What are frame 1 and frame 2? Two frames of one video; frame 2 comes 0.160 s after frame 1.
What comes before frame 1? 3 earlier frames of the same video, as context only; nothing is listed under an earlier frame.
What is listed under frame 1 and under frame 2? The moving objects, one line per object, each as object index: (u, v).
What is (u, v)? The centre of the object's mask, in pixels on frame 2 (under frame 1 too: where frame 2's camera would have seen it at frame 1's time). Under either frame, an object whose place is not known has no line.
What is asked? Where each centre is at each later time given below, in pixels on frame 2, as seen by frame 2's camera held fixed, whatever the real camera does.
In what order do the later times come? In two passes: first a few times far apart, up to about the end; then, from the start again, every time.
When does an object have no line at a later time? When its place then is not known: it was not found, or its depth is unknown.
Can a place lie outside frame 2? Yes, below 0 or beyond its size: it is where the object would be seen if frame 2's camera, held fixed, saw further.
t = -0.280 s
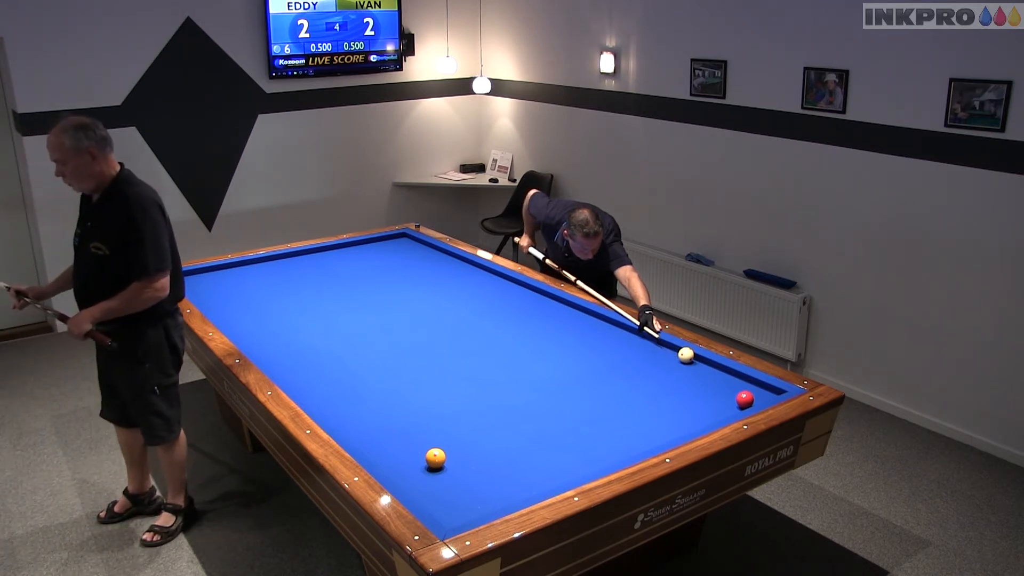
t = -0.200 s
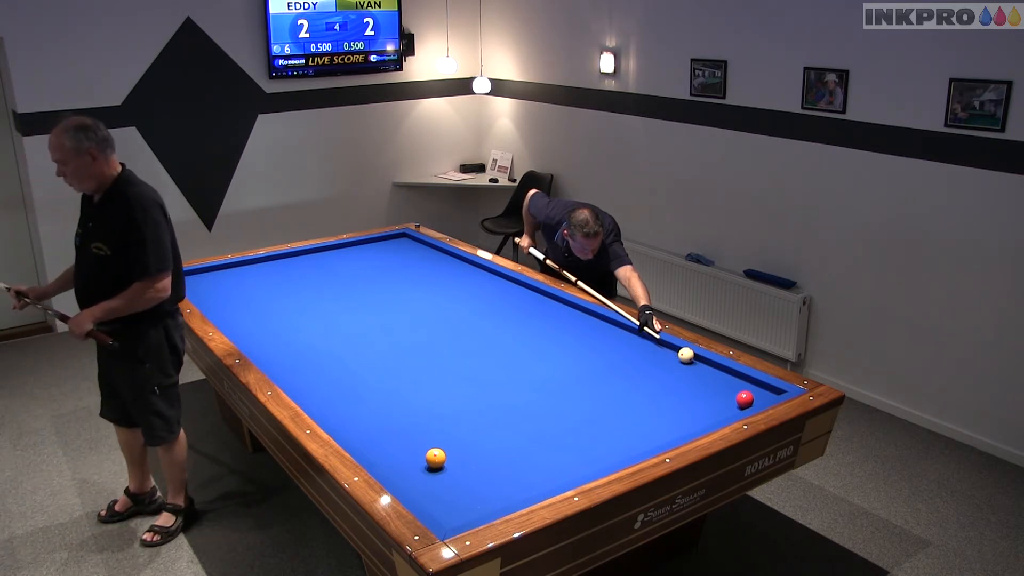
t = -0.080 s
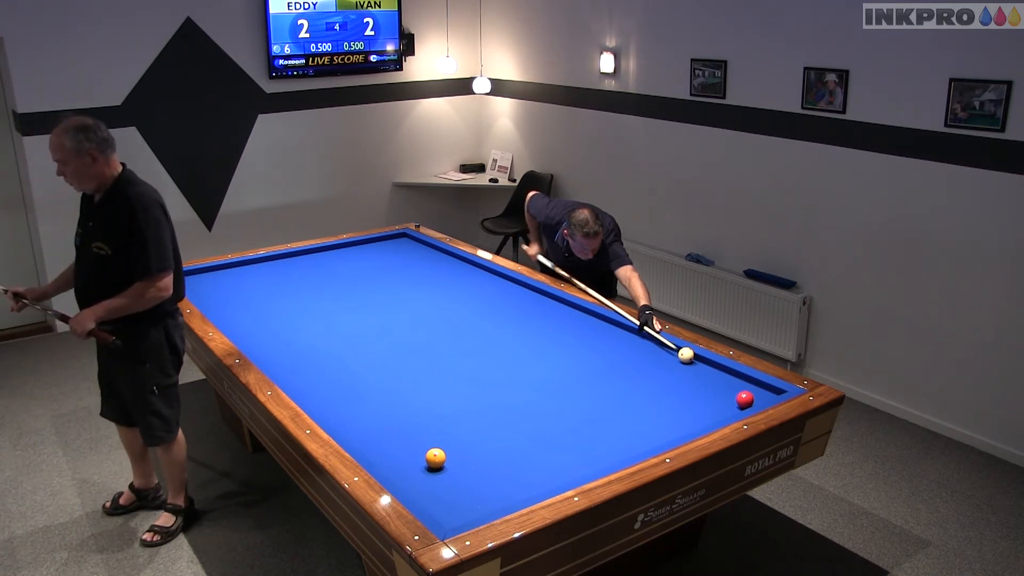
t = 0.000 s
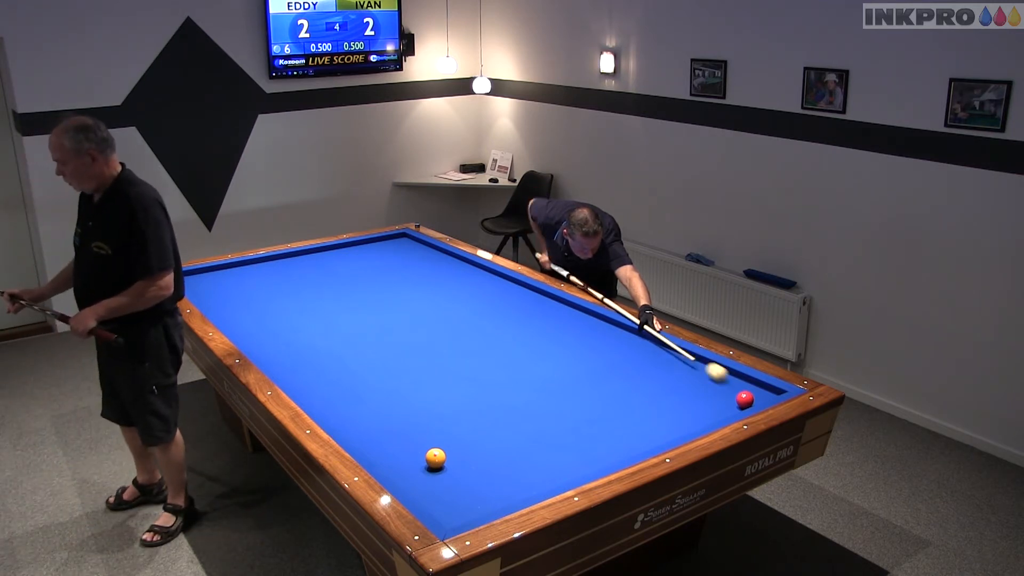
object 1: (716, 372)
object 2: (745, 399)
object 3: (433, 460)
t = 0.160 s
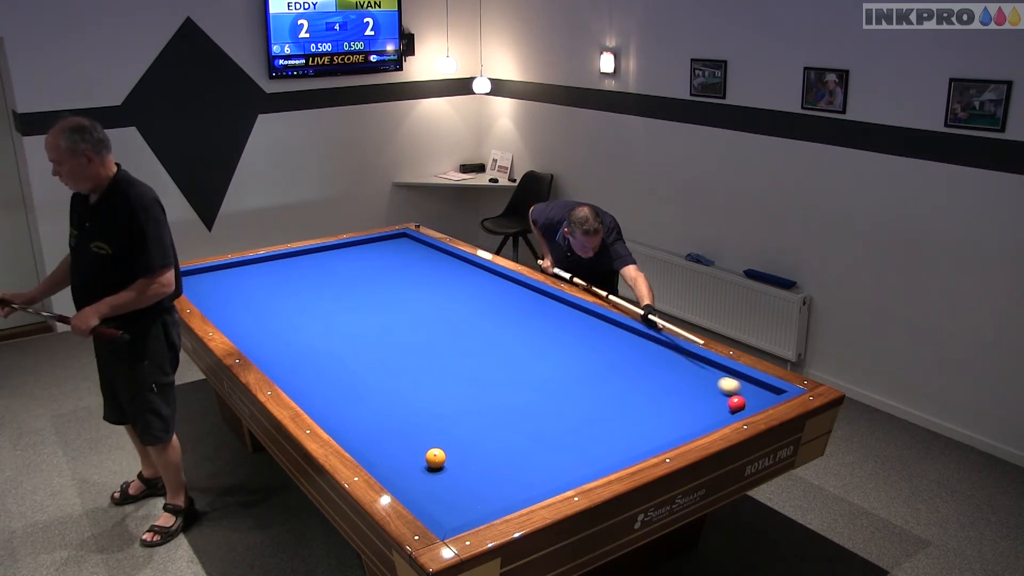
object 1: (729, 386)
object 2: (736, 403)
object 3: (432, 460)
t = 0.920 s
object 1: (481, 310)
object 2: (668, 432)
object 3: (432, 460)
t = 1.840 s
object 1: (302, 257)
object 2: (572, 465)
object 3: (433, 460)
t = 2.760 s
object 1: (312, 290)
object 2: (472, 496)
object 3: (432, 460)
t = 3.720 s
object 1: (338, 340)
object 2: (467, 492)
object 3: (433, 460)
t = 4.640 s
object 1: (373, 403)
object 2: (505, 475)
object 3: (433, 460)
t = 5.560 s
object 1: (422, 490)
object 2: (532, 462)
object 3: (433, 460)
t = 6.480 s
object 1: (437, 484)
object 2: (550, 453)
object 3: (433, 460)
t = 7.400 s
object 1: (405, 459)
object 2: (559, 448)
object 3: (440, 446)
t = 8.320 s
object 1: (377, 448)
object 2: (561, 447)
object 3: (451, 429)
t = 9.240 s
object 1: (362, 439)
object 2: (561, 447)
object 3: (456, 420)
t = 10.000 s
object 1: (360, 435)
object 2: (561, 447)
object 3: (457, 415)
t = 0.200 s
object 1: (710, 379)
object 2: (733, 405)
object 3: (433, 460)
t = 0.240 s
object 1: (692, 373)
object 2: (730, 407)
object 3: (433, 460)
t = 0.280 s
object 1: (674, 368)
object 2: (727, 409)
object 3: (433, 460)
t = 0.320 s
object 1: (658, 362)
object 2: (723, 410)
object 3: (432, 460)
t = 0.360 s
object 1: (643, 358)
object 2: (720, 411)
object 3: (433, 460)
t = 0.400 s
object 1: (629, 353)
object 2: (717, 413)
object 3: (432, 460)
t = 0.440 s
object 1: (615, 349)
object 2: (714, 415)
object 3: (432, 460)
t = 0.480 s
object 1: (602, 345)
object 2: (711, 416)
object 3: (432, 460)
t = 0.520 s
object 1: (590, 342)
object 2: (707, 418)
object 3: (432, 460)
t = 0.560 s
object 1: (578, 338)
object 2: (704, 419)
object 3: (432, 460)
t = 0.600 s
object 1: (566, 334)
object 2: (700, 421)
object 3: (432, 460)
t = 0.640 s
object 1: (554, 331)
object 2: (696, 422)
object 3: (432, 460)
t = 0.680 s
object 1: (543, 328)
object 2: (692, 424)
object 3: (432, 460)
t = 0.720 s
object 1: (532, 325)
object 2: (688, 425)
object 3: (432, 460)
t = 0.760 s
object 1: (522, 322)
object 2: (684, 426)
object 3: (432, 460)
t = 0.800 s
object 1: (511, 319)
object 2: (680, 428)
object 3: (432, 460)
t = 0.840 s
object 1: (501, 316)
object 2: (676, 429)
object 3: (432, 460)
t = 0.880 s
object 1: (491, 312)
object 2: (672, 431)
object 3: (432, 460)
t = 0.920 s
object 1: (481, 310)
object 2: (668, 432)
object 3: (432, 460)
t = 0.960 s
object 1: (471, 307)
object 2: (664, 434)
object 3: (432, 460)
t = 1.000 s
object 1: (462, 304)
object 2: (660, 435)
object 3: (432, 460)
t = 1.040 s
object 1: (453, 301)
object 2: (655, 436)
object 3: (432, 460)
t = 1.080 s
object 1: (443, 298)
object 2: (651, 438)
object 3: (432, 460)
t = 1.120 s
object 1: (435, 296)
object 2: (647, 439)
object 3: (432, 460)
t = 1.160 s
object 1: (426, 293)
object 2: (643, 441)
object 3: (432, 460)
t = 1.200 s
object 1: (417, 291)
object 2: (639, 442)
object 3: (432, 460)
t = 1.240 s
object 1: (409, 288)
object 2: (635, 444)
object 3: (432, 460)
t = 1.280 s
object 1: (401, 286)
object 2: (631, 445)
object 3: (432, 460)
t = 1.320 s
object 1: (393, 283)
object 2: (627, 447)
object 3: (433, 460)
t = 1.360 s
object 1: (385, 281)
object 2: (622, 448)
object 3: (433, 460)
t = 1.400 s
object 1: (377, 279)
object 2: (618, 449)
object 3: (432, 460)
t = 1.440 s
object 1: (370, 277)
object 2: (614, 451)
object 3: (432, 460)
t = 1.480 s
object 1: (363, 275)
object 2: (610, 452)
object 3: (433, 460)
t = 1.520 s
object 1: (355, 272)
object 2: (606, 454)
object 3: (432, 460)
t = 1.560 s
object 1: (348, 270)
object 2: (601, 455)
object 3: (433, 460)
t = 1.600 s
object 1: (341, 268)
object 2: (597, 457)
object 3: (432, 460)
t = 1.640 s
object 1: (335, 266)
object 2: (593, 458)
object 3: (433, 460)
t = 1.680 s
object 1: (328, 264)
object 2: (589, 459)
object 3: (432, 460)
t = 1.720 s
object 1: (321, 263)
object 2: (584, 461)
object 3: (432, 460)
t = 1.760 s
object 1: (315, 261)
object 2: (580, 462)
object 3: (433, 460)
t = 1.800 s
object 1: (309, 259)
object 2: (576, 463)
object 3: (432, 460)
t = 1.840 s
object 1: (302, 257)
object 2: (572, 465)
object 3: (433, 460)
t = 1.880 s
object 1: (296, 255)
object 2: (567, 466)
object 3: (432, 460)
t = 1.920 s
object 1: (291, 254)
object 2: (563, 467)
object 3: (432, 460)
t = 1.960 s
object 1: (292, 255)
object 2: (559, 469)
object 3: (432, 460)
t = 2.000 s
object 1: (294, 257)
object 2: (554, 470)
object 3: (432, 460)
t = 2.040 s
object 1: (295, 259)
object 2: (550, 471)
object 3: (432, 460)
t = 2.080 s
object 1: (296, 261)
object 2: (546, 473)
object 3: (433, 460)
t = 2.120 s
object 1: (298, 263)
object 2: (541, 474)
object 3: (432, 460)
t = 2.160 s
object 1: (299, 264)
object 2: (537, 475)
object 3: (432, 460)
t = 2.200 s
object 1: (300, 266)
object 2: (533, 477)
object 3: (432, 460)
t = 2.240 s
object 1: (300, 267)
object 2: (528, 478)
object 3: (432, 460)
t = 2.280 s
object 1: (301, 269)
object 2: (524, 480)
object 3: (433, 460)
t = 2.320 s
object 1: (302, 271)
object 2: (520, 481)
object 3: (432, 460)
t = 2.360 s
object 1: (303, 272)
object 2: (515, 482)
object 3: (432, 460)
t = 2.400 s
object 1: (304, 274)
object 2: (511, 484)
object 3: (433, 460)
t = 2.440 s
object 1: (305, 276)
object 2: (506, 485)
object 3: (432, 460)
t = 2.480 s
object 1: (305, 277)
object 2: (502, 486)
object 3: (433, 460)
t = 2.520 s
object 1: (306, 279)
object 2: (498, 488)
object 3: (433, 460)
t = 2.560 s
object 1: (307, 281)
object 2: (493, 489)
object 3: (432, 460)
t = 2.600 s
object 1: (308, 283)
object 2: (489, 490)
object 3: (432, 460)
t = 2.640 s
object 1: (309, 284)
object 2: (485, 492)
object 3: (433, 460)
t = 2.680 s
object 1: (310, 286)
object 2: (480, 493)
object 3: (433, 460)
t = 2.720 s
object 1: (311, 288)
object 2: (476, 494)
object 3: (433, 460)
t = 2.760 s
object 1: (312, 290)
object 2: (472, 496)
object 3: (432, 460)
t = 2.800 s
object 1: (313, 291)
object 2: (467, 497)
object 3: (433, 460)
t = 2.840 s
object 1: (314, 293)
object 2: (463, 498)
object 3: (433, 460)
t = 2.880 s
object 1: (315, 295)
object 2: (458, 500)
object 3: (433, 460)
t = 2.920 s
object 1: (316, 297)
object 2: (454, 501)
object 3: (432, 460)
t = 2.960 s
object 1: (317, 299)
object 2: (449, 503)
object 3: (433, 460)
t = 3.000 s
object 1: (318, 301)
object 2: (445, 504)
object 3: (433, 460)
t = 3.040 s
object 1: (319, 303)
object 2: (441, 505)
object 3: (433, 460)
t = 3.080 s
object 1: (320, 305)
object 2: (437, 505)
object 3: (433, 460)
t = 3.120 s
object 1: (321, 307)
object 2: (436, 506)
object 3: (433, 460)
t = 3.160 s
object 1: (322, 309)
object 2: (439, 505)
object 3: (433, 460)
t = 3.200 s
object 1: (323, 311)
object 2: (441, 504)
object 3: (433, 460)
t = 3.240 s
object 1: (324, 313)
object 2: (443, 503)
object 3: (433, 460)
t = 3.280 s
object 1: (325, 315)
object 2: (445, 502)
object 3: (433, 460)
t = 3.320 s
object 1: (326, 317)
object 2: (447, 501)
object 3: (433, 460)
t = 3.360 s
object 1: (328, 319)
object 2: (449, 500)
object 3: (433, 460)
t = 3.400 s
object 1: (329, 322)
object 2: (451, 499)
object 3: (433, 460)
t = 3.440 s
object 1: (330, 324)
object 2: (453, 498)
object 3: (433, 460)
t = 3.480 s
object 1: (331, 326)
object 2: (455, 497)
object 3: (433, 460)
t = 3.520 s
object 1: (332, 328)
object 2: (457, 496)
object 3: (433, 460)
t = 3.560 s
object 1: (333, 330)
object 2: (459, 495)
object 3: (433, 460)
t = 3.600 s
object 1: (335, 333)
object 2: (461, 495)
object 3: (433, 460)
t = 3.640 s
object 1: (336, 335)
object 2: (463, 494)
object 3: (433, 460)
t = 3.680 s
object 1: (337, 338)
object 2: (465, 493)
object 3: (433, 460)
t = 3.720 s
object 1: (338, 340)
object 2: (467, 492)
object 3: (433, 460)
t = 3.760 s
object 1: (340, 342)
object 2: (469, 491)
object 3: (433, 460)
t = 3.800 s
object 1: (341, 345)
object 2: (471, 490)
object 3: (433, 460)
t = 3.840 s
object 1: (342, 347)
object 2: (473, 490)
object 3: (433, 460)
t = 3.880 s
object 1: (344, 350)
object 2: (474, 489)
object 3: (433, 460)
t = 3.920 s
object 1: (345, 352)
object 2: (476, 488)
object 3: (433, 460)
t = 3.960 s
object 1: (346, 355)
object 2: (478, 487)
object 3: (433, 460)
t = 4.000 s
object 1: (348, 357)
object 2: (480, 486)
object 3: (433, 460)
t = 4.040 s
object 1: (349, 360)
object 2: (482, 485)
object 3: (433, 460)
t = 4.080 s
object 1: (351, 363)
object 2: (483, 485)
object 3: (433, 460)
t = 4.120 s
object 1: (352, 365)
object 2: (485, 484)
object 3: (433, 460)
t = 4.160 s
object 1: (354, 368)
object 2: (486, 483)
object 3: (433, 460)
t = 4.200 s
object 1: (355, 371)
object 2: (488, 483)
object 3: (433, 460)
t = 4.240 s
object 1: (356, 373)
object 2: (490, 482)
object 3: (433, 460)
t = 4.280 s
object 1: (358, 376)
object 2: (491, 481)
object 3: (432, 460)
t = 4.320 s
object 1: (359, 379)
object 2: (493, 480)
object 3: (433, 460)
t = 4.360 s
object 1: (361, 382)
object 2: (495, 479)
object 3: (433, 460)
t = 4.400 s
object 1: (363, 385)
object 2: (496, 479)
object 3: (433, 460)
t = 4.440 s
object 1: (365, 388)
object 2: (498, 478)
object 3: (432, 460)
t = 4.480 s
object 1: (366, 391)
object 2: (499, 478)
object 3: (433, 460)
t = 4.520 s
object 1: (368, 394)
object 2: (501, 477)
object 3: (433, 460)
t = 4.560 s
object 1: (369, 397)
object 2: (502, 476)
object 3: (432, 460)
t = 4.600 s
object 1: (371, 400)
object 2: (504, 475)
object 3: (433, 460)
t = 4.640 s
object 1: (373, 403)
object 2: (505, 475)
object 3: (433, 460)
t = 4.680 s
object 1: (375, 407)
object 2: (506, 474)
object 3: (433, 460)
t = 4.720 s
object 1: (377, 410)
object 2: (508, 473)
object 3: (433, 460)
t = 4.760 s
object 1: (379, 414)
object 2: (509, 473)
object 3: (433, 460)
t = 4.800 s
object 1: (380, 417)
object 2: (511, 472)
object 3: (433, 460)
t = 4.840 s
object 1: (382, 420)
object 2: (512, 472)
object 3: (433, 460)
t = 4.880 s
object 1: (384, 424)
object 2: (513, 471)
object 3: (433, 460)
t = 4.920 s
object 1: (386, 427)
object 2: (515, 470)
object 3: (432, 460)
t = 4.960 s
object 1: (388, 431)
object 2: (516, 470)
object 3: (433, 460)
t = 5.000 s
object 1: (390, 434)
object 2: (517, 469)
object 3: (433, 460)
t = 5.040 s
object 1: (392, 438)
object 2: (518, 469)
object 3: (433, 460)
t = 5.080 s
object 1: (394, 442)
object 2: (520, 468)
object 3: (433, 460)
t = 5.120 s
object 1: (396, 445)
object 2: (521, 468)
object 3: (433, 460)
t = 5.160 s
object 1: (398, 449)
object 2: (522, 467)
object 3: (433, 460)
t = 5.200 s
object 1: (401, 453)
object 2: (523, 467)
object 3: (433, 460)
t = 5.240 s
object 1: (403, 457)
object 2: (524, 466)
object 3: (433, 460)
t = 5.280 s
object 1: (405, 461)
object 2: (525, 465)
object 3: (433, 460)
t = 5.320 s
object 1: (407, 465)
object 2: (526, 465)
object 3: (433, 460)
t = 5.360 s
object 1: (410, 469)
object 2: (528, 465)
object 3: (433, 460)
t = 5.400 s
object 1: (412, 473)
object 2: (529, 464)
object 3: (433, 460)
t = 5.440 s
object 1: (414, 477)
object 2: (530, 463)
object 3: (433, 460)
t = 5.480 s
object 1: (417, 481)
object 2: (531, 463)
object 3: (433, 460)
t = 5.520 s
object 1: (420, 486)
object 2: (532, 462)
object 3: (433, 460)
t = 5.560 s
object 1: (422, 490)
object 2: (532, 462)
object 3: (433, 460)
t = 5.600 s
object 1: (425, 494)
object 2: (533, 461)
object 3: (432, 460)
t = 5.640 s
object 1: (428, 498)
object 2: (534, 461)
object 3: (432, 460)
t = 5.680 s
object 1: (432, 502)
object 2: (535, 460)
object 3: (433, 460)
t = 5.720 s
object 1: (437, 505)
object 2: (536, 460)
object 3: (433, 460)
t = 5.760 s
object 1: (442, 509)
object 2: (537, 460)
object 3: (432, 460)
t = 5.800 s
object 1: (447, 512)
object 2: (538, 459)
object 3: (433, 460)
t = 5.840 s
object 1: (452, 515)
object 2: (539, 459)
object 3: (432, 460)
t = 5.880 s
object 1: (456, 517)
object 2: (540, 458)
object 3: (433, 460)
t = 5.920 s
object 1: (455, 515)
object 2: (540, 458)
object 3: (432, 460)
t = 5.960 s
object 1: (453, 513)
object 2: (541, 458)
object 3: (433, 460)
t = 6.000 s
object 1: (452, 511)
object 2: (542, 457)
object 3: (433, 460)
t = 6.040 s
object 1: (451, 509)
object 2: (542, 457)
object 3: (432, 460)
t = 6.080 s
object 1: (449, 507)
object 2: (543, 456)
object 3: (433, 460)
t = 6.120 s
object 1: (448, 504)
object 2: (544, 456)
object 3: (433, 460)
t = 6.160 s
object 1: (447, 502)
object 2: (545, 456)
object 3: (433, 460)
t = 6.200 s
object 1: (445, 499)
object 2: (545, 455)
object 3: (432, 460)
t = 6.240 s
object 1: (444, 498)
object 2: (546, 455)
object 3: (433, 460)
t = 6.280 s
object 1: (443, 495)
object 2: (546, 455)
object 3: (432, 460)
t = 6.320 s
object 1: (442, 493)
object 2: (547, 454)
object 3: (433, 460)
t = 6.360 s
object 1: (441, 490)
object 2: (548, 454)
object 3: (433, 460)
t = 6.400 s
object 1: (439, 488)
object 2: (548, 454)
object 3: (433, 460)
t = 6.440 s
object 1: (438, 486)
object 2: (549, 453)
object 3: (433, 460)
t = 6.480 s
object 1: (437, 484)
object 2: (550, 453)
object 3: (433, 460)
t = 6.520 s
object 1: (436, 482)
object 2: (550, 453)
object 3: (433, 460)
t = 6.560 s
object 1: (435, 480)
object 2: (551, 453)
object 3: (433, 460)
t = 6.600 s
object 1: (434, 478)
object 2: (552, 452)
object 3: (433, 459)
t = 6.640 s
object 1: (433, 476)
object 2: (552, 452)
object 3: (433, 458)
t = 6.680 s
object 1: (431, 474)
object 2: (553, 452)
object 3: (433, 458)
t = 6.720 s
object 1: (430, 472)
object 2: (553, 452)
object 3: (433, 457)
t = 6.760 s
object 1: (429, 470)
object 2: (554, 452)
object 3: (433, 457)
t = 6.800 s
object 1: (428, 468)
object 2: (554, 452)
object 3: (434, 457)
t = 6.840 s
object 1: (426, 467)
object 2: (555, 451)
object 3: (435, 457)
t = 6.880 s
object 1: (425, 467)
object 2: (555, 451)
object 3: (435, 456)
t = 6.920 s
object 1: (423, 466)
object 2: (555, 451)
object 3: (435, 456)
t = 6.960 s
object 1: (421, 466)
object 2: (556, 451)
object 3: (435, 455)
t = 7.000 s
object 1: (420, 465)
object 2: (556, 450)
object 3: (435, 454)
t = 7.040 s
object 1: (418, 464)
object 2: (556, 450)
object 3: (436, 453)
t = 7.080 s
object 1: (417, 464)
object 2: (557, 450)
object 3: (436, 452)
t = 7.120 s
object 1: (415, 463)
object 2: (557, 450)
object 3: (437, 452)
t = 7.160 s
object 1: (413, 463)
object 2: (557, 449)
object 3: (437, 451)
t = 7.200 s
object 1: (412, 462)
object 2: (557, 449)
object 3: (438, 450)
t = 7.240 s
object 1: (410, 461)
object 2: (558, 449)
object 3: (439, 449)
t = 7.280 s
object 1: (409, 461)
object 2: (558, 449)
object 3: (439, 448)
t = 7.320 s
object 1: (407, 460)
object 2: (558, 449)
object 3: (439, 447)
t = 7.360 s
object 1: (406, 459)
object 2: (559, 448)
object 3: (440, 447)
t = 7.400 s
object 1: (405, 459)
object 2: (559, 448)
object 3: (440, 446)
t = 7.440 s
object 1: (403, 458)
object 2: (559, 448)
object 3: (440, 445)
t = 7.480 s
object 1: (402, 458)
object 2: (559, 448)
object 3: (441, 445)
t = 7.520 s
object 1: (400, 457)
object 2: (559, 448)
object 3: (441, 444)
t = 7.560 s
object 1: (399, 457)
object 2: (559, 448)
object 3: (442, 443)
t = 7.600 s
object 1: (398, 456)
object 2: (560, 447)
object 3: (442, 443)
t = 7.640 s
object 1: (396, 456)
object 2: (560, 447)
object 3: (443, 442)
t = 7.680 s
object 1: (395, 455)
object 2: (560, 447)
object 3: (446, 439)
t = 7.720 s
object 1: (394, 455)
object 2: (560, 447)
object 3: (443, 440)
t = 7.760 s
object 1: (393, 454)
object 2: (560, 447)
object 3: (444, 440)
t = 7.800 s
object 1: (391, 453)
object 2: (560, 447)
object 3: (444, 439)
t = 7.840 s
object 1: (390, 453)
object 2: (561, 447)
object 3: (445, 439)
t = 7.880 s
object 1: (389, 453)
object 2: (561, 447)
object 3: (448, 436)
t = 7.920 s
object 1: (388, 452)
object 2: (561, 447)
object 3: (448, 435)
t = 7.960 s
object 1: (387, 452)
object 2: (561, 447)
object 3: (449, 434)
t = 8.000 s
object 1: (386, 451)
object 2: (561, 447)
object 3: (449, 434)
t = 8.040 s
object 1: (384, 451)
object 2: (561, 447)
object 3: (449, 433)
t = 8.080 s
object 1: (383, 451)
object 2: (561, 447)
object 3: (450, 433)
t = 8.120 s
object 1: (382, 450)
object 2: (561, 447)
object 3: (450, 432)
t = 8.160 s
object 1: (381, 450)
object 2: (561, 447)
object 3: (450, 432)
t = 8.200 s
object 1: (380, 449)
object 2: (561, 447)
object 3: (450, 431)
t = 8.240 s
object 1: (379, 449)
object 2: (561, 447)
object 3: (451, 430)
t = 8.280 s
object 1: (378, 448)
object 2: (561, 447)
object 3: (451, 430)
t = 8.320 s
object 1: (377, 448)
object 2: (561, 447)
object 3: (451, 429)
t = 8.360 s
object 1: (376, 447)
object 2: (561, 447)
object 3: (452, 429)
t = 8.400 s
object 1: (375, 447)
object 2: (561, 447)
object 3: (452, 428)
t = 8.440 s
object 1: (374, 447)
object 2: (561, 447)
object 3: (452, 428)
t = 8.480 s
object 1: (373, 446)
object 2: (561, 447)
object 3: (452, 427)
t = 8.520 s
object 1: (372, 446)
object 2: (561, 447)
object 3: (453, 427)
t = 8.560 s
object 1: (372, 445)
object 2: (561, 447)
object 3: (453, 426)
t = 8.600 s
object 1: (371, 445)
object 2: (561, 447)
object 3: (453, 426)
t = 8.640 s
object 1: (370, 445)
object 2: (561, 447)
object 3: (453, 425)
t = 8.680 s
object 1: (369, 444)
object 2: (561, 447)
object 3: (453, 425)
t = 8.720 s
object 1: (368, 444)
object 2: (561, 447)
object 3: (454, 425)
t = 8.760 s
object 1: (368, 444)
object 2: (561, 447)
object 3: (454, 424)
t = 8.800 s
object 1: (367, 443)
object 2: (561, 447)
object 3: (454, 424)
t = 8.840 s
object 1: (366, 443)
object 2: (561, 447)
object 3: (454, 423)
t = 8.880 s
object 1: (366, 442)
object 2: (561, 447)
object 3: (455, 423)
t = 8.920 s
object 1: (365, 442)
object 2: (561, 447)
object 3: (455, 423)
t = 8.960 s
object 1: (364, 442)
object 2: (561, 447)
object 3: (455, 422)
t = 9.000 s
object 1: (364, 441)
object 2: (561, 447)
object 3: (455, 422)
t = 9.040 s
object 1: (363, 441)
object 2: (561, 447)
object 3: (455, 421)
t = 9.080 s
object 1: (362, 440)
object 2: (561, 447)
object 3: (455, 421)
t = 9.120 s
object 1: (362, 440)
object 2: (561, 447)
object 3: (456, 421)
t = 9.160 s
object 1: (362, 440)
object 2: (561, 447)
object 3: (456, 420)
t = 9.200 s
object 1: (362, 439)
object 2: (561, 447)
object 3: (456, 420)
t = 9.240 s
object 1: (362, 439)
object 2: (561, 447)
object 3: (456, 420)
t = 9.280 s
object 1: (362, 439)
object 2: (561, 447)
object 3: (456, 419)
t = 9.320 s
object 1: (361, 439)
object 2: (561, 447)
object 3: (456, 419)
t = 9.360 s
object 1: (361, 438)
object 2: (561, 447)
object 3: (456, 419)
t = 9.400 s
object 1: (361, 438)
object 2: (561, 447)
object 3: (456, 419)
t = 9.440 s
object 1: (361, 438)
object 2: (561, 447)
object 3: (456, 418)
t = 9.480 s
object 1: (361, 438)
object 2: (561, 447)
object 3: (456, 418)
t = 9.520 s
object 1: (361, 437)
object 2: (561, 447)
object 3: (456, 418)
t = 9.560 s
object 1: (361, 437)
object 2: (561, 447)
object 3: (457, 418)
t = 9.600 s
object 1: (361, 437)
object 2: (561, 447)
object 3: (457, 417)
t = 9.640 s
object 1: (361, 437)
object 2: (561, 447)
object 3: (457, 417)
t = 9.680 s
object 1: (361, 436)
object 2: (561, 447)
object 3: (457, 417)
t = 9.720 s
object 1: (360, 436)
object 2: (561, 447)
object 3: (457, 417)
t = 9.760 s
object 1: (360, 436)
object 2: (561, 447)
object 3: (457, 416)
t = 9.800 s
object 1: (360, 436)
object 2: (561, 447)
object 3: (457, 416)
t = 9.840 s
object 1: (360, 436)
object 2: (561, 447)
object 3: (457, 416)
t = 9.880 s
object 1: (360, 436)
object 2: (561, 447)
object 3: (457, 416)
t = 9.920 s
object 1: (360, 435)
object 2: (561, 447)
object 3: (457, 416)
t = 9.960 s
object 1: (360, 435)
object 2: (561, 447)
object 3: (457, 416)
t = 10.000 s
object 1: (360, 435)
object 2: (561, 447)
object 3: (457, 415)
